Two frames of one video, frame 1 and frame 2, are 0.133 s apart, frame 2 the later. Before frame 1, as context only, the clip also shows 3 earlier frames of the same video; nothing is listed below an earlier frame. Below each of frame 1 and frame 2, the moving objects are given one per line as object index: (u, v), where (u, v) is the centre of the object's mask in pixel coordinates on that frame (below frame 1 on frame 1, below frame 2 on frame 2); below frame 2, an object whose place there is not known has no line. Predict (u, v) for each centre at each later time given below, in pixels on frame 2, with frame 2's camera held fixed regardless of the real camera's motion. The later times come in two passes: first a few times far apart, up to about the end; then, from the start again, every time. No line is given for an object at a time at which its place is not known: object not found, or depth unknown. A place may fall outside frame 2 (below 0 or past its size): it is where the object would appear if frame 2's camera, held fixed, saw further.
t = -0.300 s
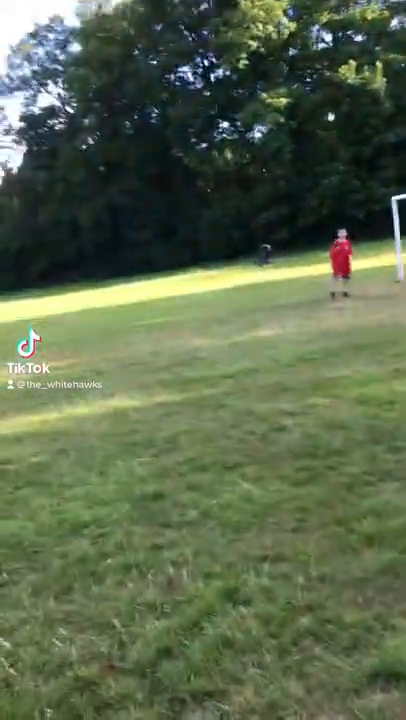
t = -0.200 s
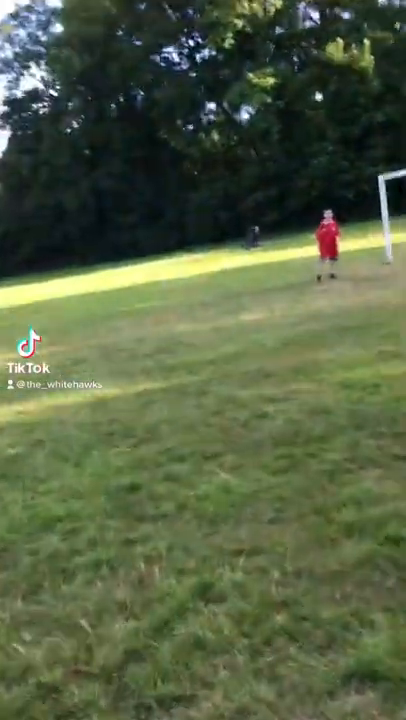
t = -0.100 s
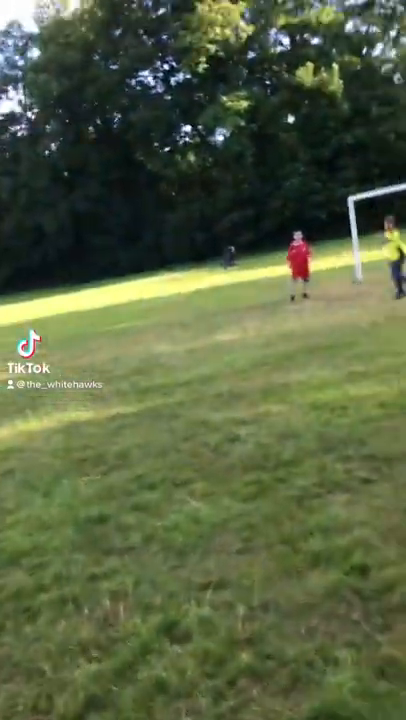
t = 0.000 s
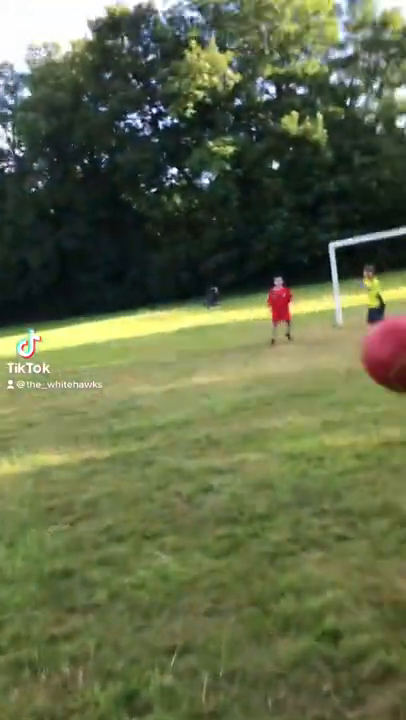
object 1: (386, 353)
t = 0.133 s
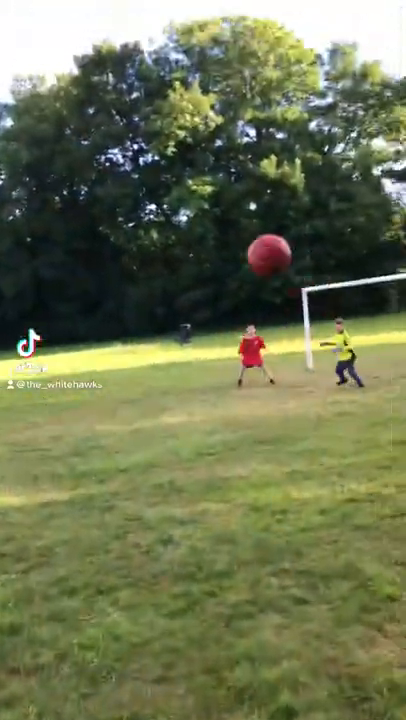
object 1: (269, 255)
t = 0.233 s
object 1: (242, 223)
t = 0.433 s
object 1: (215, 214)
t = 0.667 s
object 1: (202, 238)
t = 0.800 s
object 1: (196, 259)
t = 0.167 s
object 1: (258, 241)
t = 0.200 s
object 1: (250, 230)
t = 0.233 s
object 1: (242, 223)
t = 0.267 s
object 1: (235, 216)
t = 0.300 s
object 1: (231, 214)
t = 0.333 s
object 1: (227, 213)
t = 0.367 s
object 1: (222, 212)
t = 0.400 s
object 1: (218, 212)
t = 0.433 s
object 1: (215, 214)
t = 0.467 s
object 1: (212, 214)
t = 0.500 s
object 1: (211, 217)
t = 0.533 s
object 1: (209, 221)
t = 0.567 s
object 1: (206, 225)
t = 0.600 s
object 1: (205, 230)
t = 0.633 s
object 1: (203, 234)
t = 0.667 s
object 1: (202, 238)
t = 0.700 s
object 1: (200, 243)
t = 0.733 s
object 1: (198, 249)
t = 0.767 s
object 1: (197, 254)
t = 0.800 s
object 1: (196, 259)
